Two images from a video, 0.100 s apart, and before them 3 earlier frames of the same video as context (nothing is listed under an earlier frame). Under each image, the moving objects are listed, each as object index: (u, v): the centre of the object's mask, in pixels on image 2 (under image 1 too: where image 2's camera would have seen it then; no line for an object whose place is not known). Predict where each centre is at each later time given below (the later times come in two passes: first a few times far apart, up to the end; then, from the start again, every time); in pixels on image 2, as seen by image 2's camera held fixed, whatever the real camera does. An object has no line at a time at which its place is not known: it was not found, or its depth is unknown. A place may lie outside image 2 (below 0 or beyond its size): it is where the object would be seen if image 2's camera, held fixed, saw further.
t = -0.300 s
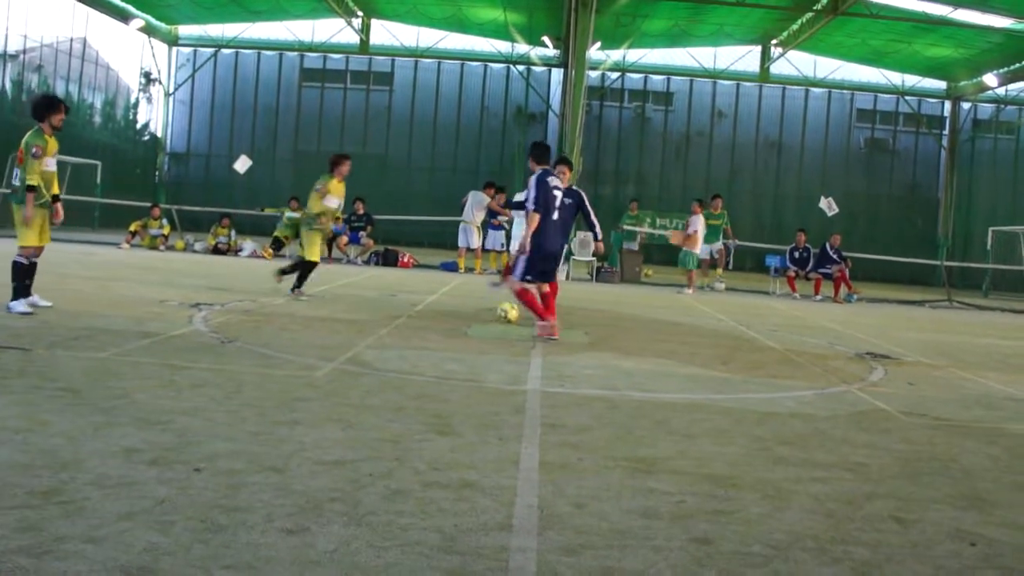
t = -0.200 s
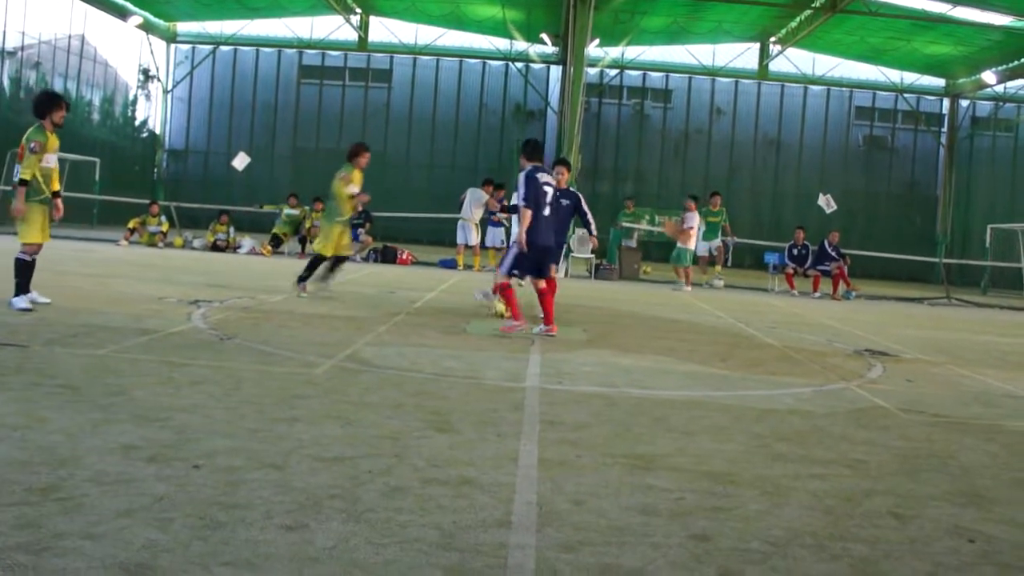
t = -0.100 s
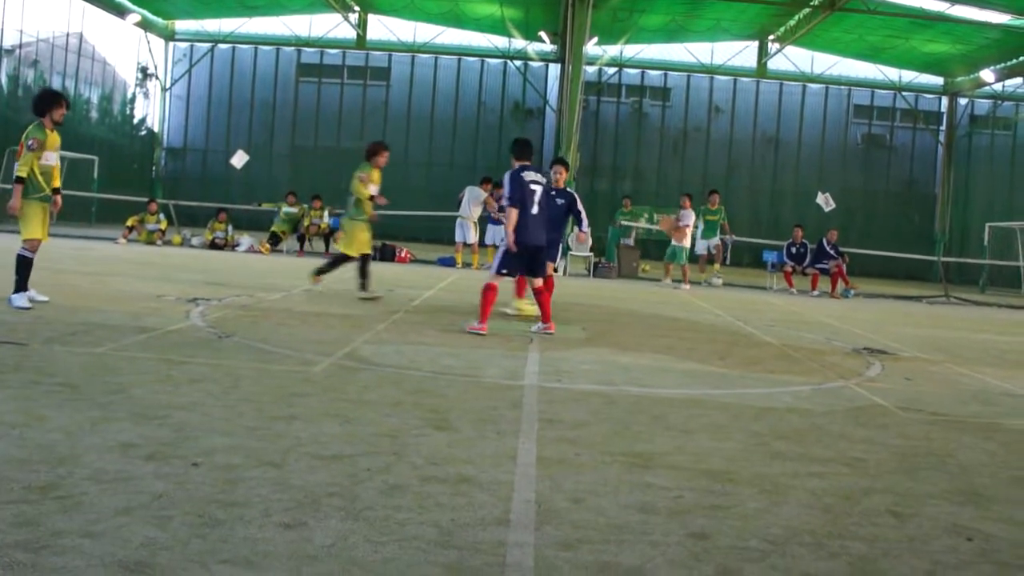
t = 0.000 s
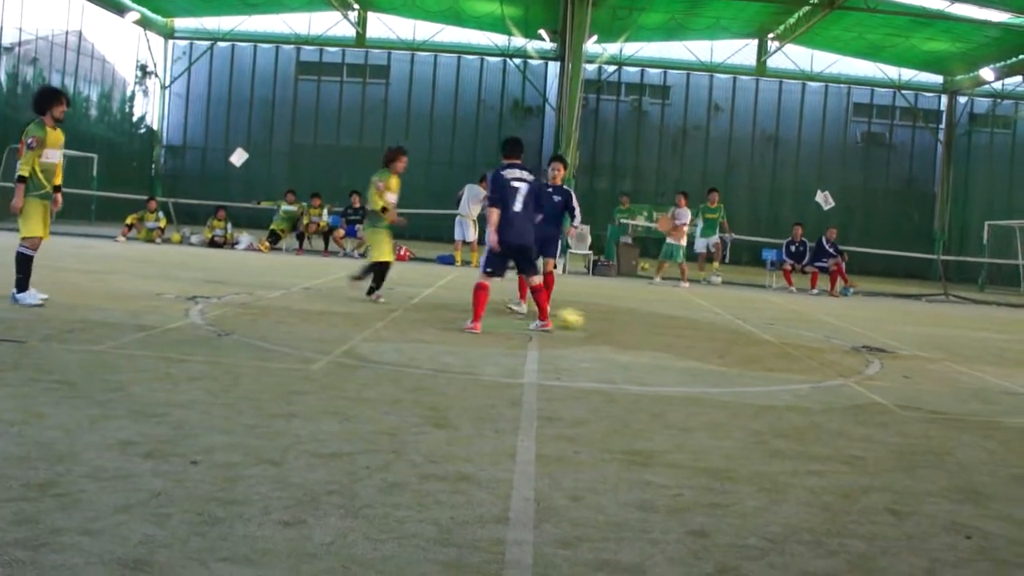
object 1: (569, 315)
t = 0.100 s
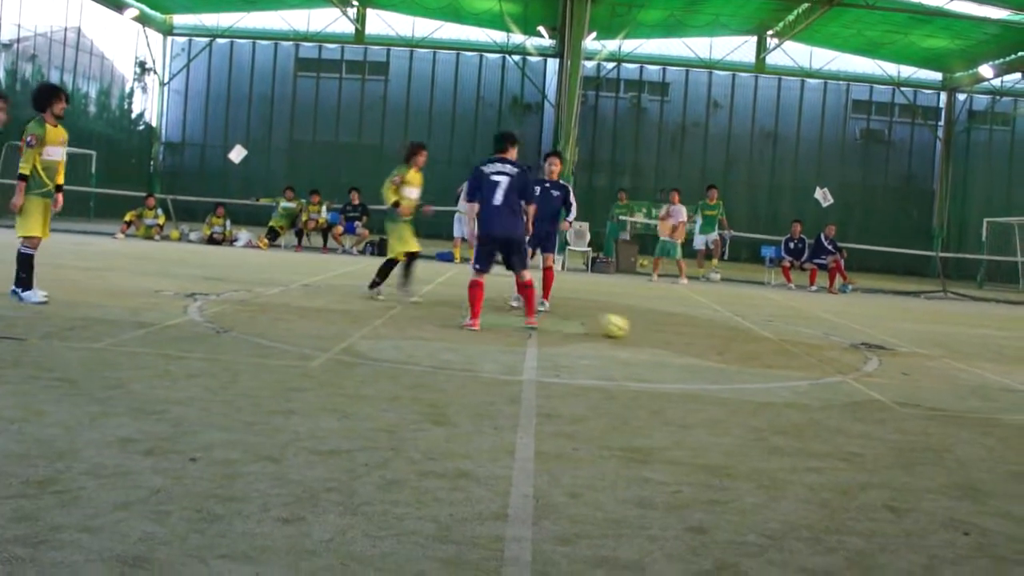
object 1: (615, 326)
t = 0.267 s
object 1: (696, 346)
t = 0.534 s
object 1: (835, 380)
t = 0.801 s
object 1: (1008, 421)
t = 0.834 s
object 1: (1025, 426)
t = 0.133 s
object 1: (630, 330)
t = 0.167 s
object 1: (647, 334)
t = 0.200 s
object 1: (664, 338)
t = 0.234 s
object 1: (680, 342)
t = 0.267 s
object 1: (696, 346)
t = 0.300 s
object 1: (713, 350)
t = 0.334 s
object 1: (731, 355)
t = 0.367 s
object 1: (747, 359)
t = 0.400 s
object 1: (765, 363)
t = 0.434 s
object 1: (783, 367)
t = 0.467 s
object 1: (800, 371)
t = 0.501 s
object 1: (818, 376)
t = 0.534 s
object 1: (835, 380)
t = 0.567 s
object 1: (855, 384)
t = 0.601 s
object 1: (873, 390)
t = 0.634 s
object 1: (895, 395)
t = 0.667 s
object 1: (914, 399)
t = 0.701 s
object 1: (937, 404)
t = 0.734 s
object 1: (958, 410)
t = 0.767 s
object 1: (981, 414)
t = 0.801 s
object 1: (1008, 421)
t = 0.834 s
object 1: (1025, 426)
